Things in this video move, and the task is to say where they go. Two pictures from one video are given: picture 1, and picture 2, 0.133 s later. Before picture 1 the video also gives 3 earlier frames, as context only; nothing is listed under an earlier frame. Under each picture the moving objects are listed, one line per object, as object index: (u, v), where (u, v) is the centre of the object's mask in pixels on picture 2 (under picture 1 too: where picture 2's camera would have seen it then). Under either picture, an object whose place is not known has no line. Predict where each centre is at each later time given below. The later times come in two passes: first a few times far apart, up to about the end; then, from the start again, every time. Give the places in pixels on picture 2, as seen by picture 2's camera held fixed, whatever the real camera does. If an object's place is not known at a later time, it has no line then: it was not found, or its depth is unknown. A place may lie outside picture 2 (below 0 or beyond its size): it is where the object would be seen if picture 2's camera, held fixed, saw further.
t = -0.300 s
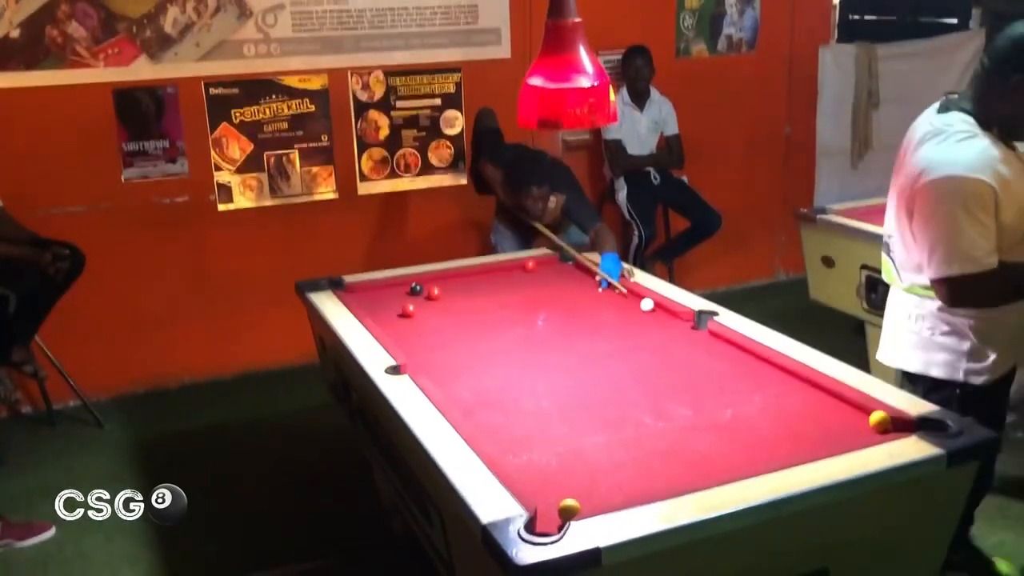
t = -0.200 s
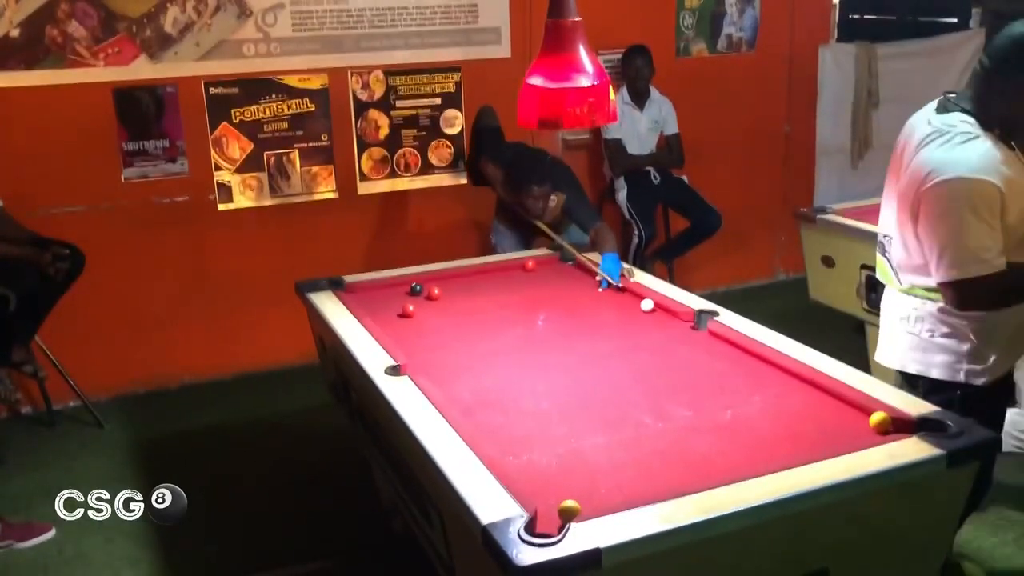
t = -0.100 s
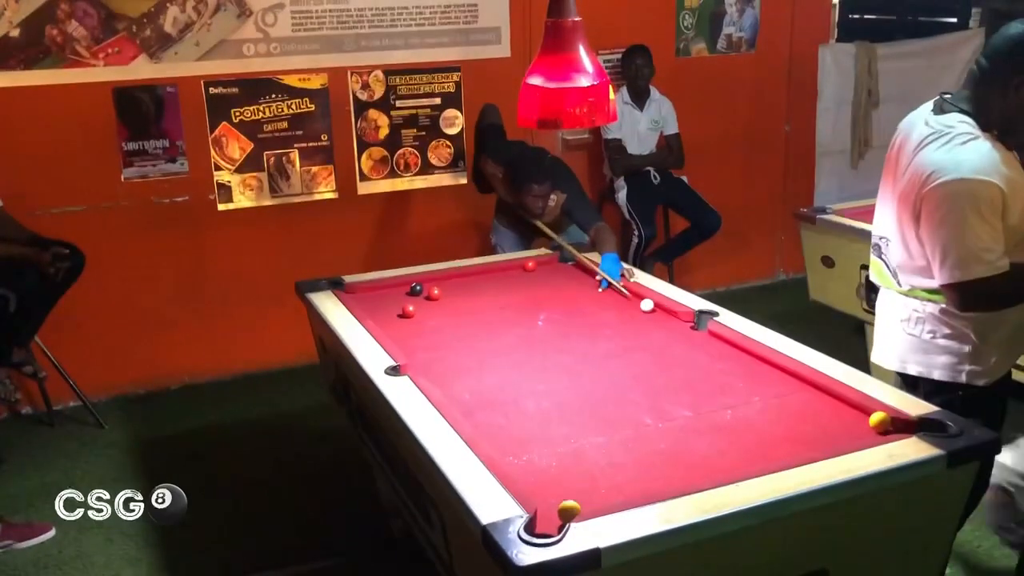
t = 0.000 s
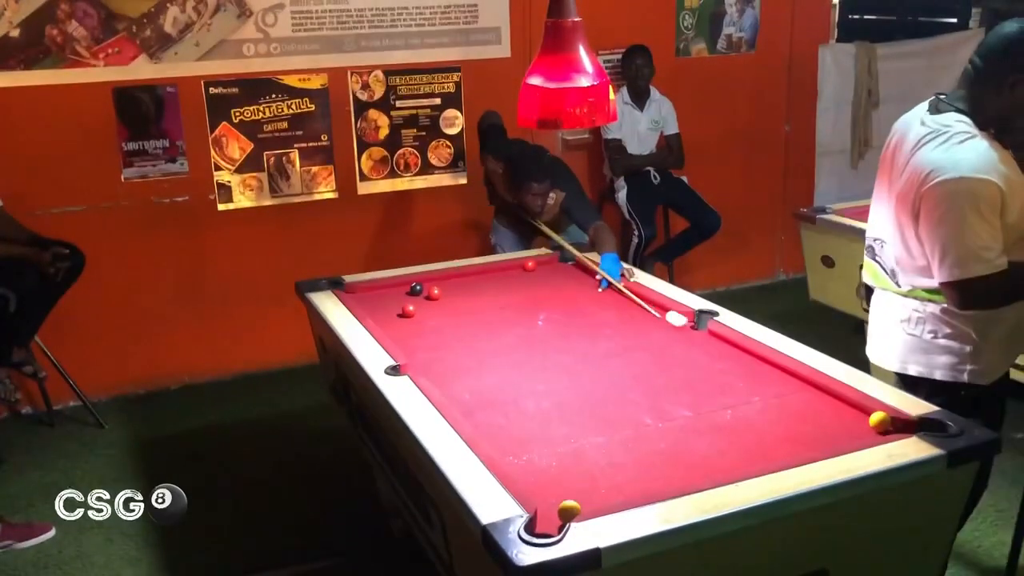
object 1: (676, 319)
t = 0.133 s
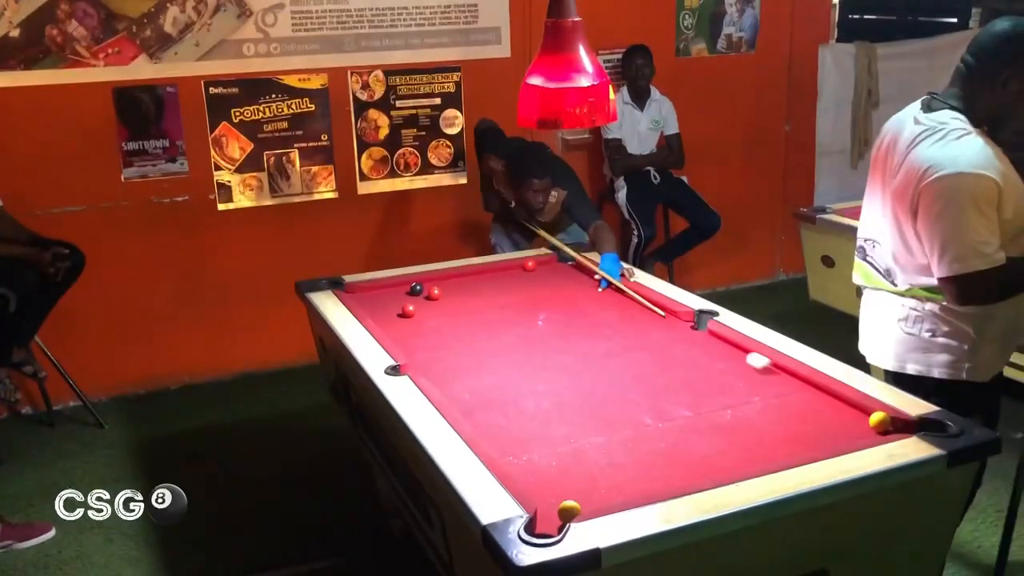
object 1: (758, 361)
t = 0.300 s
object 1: (858, 416)
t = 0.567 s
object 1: (834, 433)
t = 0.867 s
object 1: (807, 447)
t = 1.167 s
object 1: (768, 454)
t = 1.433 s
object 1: (735, 459)
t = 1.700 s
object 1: (705, 463)
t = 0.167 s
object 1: (780, 372)
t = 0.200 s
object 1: (803, 384)
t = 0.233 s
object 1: (827, 396)
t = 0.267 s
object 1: (853, 410)
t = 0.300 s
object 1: (858, 416)
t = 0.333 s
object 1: (854, 418)
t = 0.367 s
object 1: (850, 420)
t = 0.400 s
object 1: (848, 422)
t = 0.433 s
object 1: (845, 424)
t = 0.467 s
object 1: (842, 426)
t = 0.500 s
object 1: (840, 429)
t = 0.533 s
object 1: (837, 431)
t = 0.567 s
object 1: (834, 433)
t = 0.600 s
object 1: (831, 435)
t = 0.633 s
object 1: (828, 437)
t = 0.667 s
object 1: (825, 438)
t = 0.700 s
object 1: (823, 440)
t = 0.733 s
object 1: (820, 442)
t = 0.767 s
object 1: (817, 443)
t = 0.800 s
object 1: (814, 444)
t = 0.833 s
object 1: (811, 446)
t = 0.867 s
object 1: (807, 447)
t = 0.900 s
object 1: (803, 448)
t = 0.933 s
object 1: (798, 449)
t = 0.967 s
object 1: (794, 449)
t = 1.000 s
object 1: (789, 450)
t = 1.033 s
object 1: (785, 450)
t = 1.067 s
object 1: (780, 450)
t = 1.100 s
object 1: (776, 451)
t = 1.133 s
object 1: (772, 453)
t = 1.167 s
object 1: (768, 454)
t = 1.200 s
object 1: (764, 455)
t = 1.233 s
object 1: (759, 455)
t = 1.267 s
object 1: (755, 455)
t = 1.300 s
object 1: (751, 456)
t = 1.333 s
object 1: (747, 458)
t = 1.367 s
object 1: (743, 458)
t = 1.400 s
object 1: (739, 459)
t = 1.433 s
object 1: (735, 459)
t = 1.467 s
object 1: (732, 460)
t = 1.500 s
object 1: (727, 460)
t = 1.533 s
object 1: (724, 461)
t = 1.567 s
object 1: (720, 460)
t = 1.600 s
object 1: (717, 461)
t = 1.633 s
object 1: (712, 462)
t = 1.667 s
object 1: (708, 462)
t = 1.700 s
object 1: (705, 463)
